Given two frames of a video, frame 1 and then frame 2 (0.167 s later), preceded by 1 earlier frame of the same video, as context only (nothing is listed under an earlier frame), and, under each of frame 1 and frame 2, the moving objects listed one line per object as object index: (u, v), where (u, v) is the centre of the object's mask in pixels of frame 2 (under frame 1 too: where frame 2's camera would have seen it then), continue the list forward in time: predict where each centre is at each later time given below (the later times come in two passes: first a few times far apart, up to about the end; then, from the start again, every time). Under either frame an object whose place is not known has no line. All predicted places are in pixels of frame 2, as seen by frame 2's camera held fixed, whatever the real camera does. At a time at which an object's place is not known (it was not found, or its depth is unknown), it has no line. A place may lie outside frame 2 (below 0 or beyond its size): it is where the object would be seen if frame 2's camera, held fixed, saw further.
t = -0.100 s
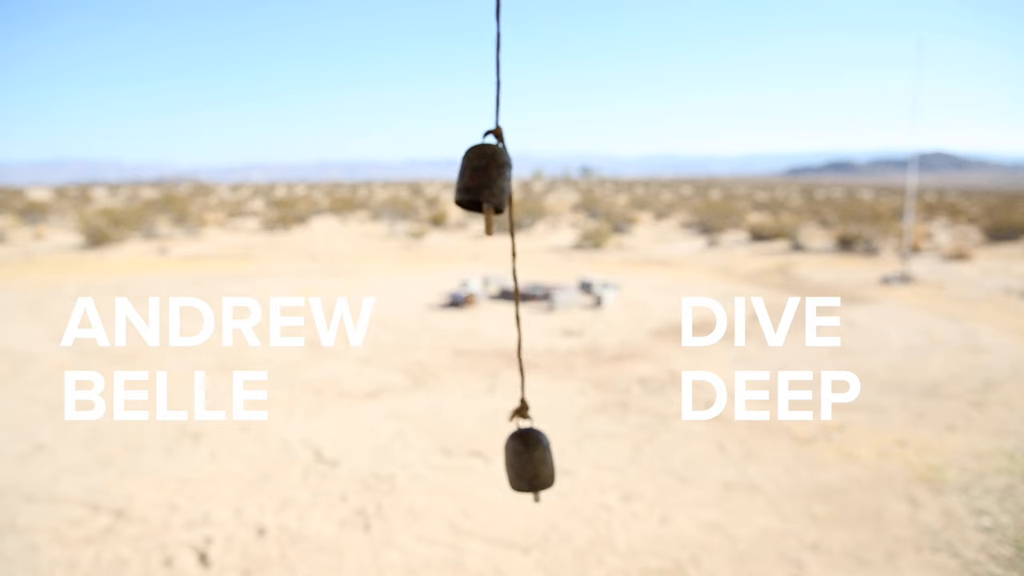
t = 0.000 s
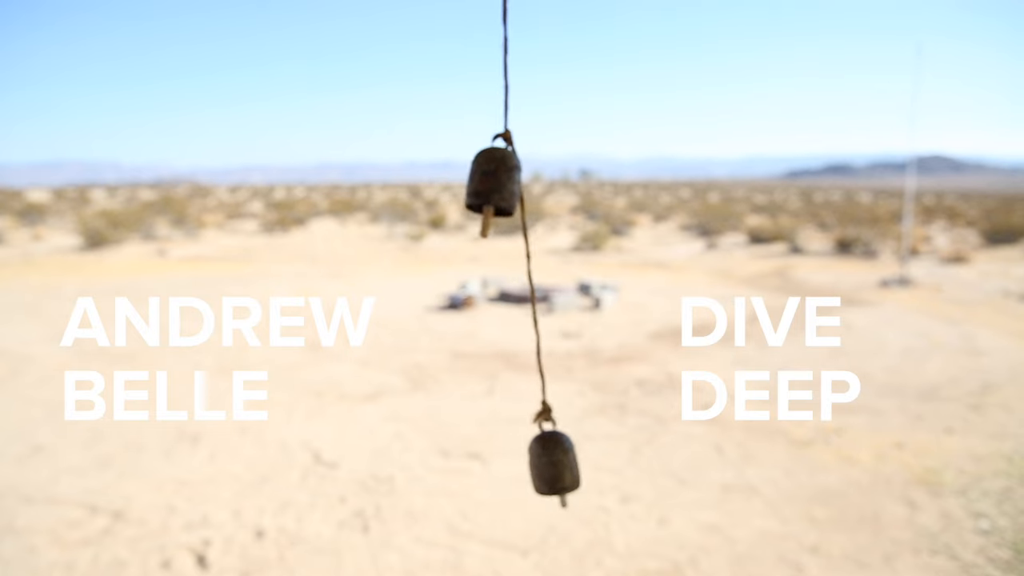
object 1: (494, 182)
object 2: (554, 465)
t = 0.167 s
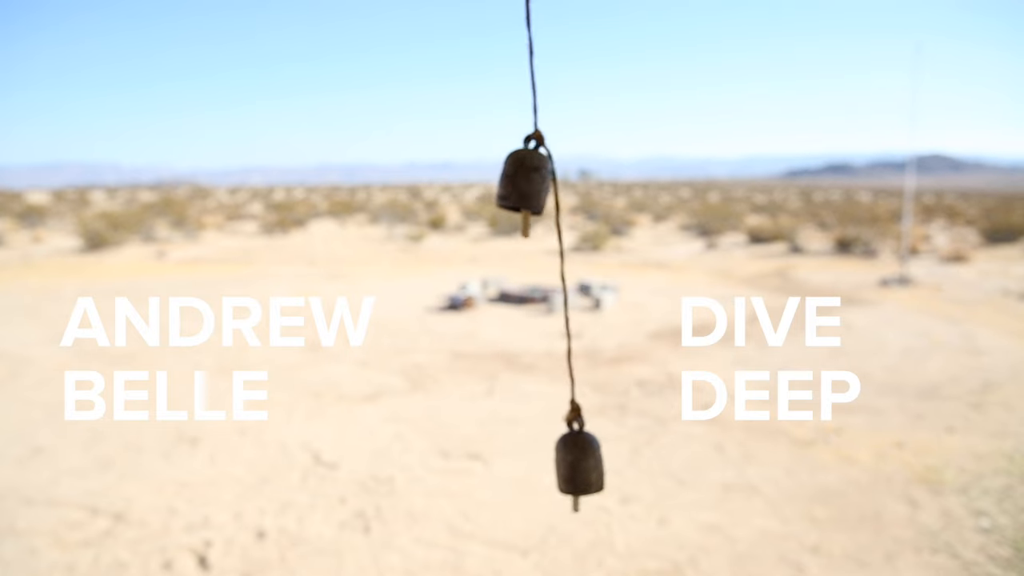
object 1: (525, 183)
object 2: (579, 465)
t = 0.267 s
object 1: (541, 182)
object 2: (585, 464)
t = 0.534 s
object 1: (546, 180)
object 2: (571, 461)
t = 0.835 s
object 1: (520, 186)
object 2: (501, 458)
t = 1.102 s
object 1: (481, 188)
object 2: (451, 457)
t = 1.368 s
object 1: (492, 188)
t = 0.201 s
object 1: (533, 181)
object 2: (582, 465)
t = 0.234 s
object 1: (538, 183)
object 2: (584, 465)
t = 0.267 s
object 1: (541, 182)
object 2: (585, 464)
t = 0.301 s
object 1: (544, 183)
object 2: (586, 463)
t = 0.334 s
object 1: (546, 182)
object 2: (586, 463)
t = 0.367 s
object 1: (546, 183)
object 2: (585, 463)
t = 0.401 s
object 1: (545, 181)
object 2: (584, 462)
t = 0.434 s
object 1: (546, 183)
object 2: (583, 461)
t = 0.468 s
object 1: (550, 181)
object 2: (580, 461)
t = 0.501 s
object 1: (547, 180)
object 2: (576, 461)
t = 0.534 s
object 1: (546, 180)
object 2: (571, 461)
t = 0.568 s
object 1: (546, 181)
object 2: (565, 462)
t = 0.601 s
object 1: (545, 182)
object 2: (558, 462)
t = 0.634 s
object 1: (542, 182)
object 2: (549, 462)
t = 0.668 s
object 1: (540, 182)
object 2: (541, 461)
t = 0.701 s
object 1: (538, 183)
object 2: (533, 460)
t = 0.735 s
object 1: (535, 184)
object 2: (525, 460)
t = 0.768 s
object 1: (531, 184)
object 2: (516, 459)
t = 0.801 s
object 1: (526, 184)
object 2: (508, 458)
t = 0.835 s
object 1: (520, 186)
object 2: (501, 458)
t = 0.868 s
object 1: (514, 186)
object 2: (493, 458)
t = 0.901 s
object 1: (506, 187)
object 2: (486, 457)
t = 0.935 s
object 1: (505, 187)
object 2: (480, 456)
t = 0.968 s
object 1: (499, 186)
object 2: (474, 456)
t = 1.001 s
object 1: (492, 188)
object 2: (468, 457)
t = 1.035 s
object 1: (486, 189)
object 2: (461, 457)
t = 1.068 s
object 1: (482, 188)
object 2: (456, 457)
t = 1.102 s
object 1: (481, 188)
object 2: (451, 457)
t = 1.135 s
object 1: (479, 188)
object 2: (445, 457)
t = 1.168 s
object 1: (478, 189)
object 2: (440, 458)
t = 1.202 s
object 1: (478, 189)
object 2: (435, 459)
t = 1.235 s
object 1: (481, 188)
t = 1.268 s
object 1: (484, 187)
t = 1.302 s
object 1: (486, 189)
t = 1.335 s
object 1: (489, 188)
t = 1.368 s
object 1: (492, 188)
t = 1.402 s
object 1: (493, 188)
